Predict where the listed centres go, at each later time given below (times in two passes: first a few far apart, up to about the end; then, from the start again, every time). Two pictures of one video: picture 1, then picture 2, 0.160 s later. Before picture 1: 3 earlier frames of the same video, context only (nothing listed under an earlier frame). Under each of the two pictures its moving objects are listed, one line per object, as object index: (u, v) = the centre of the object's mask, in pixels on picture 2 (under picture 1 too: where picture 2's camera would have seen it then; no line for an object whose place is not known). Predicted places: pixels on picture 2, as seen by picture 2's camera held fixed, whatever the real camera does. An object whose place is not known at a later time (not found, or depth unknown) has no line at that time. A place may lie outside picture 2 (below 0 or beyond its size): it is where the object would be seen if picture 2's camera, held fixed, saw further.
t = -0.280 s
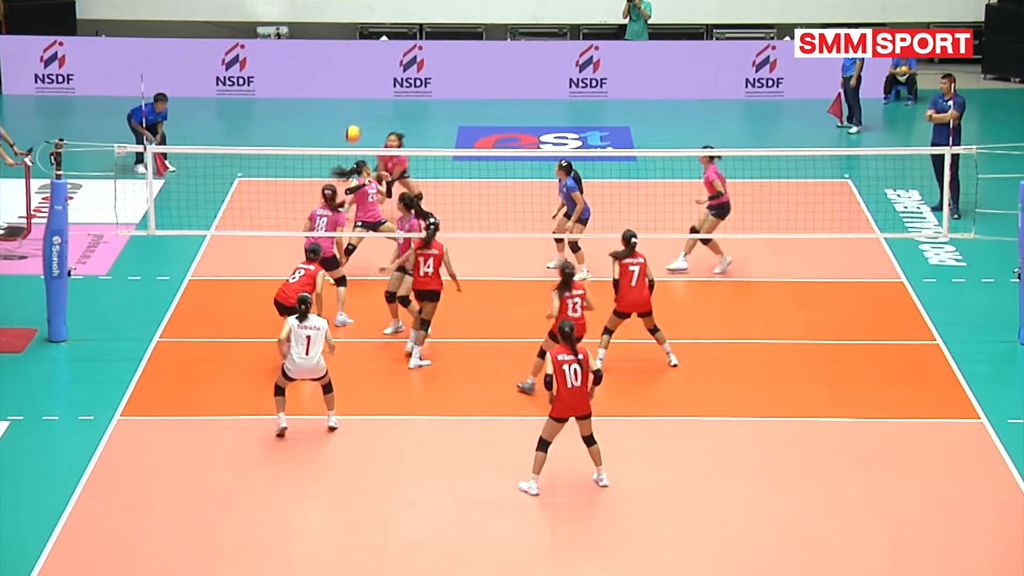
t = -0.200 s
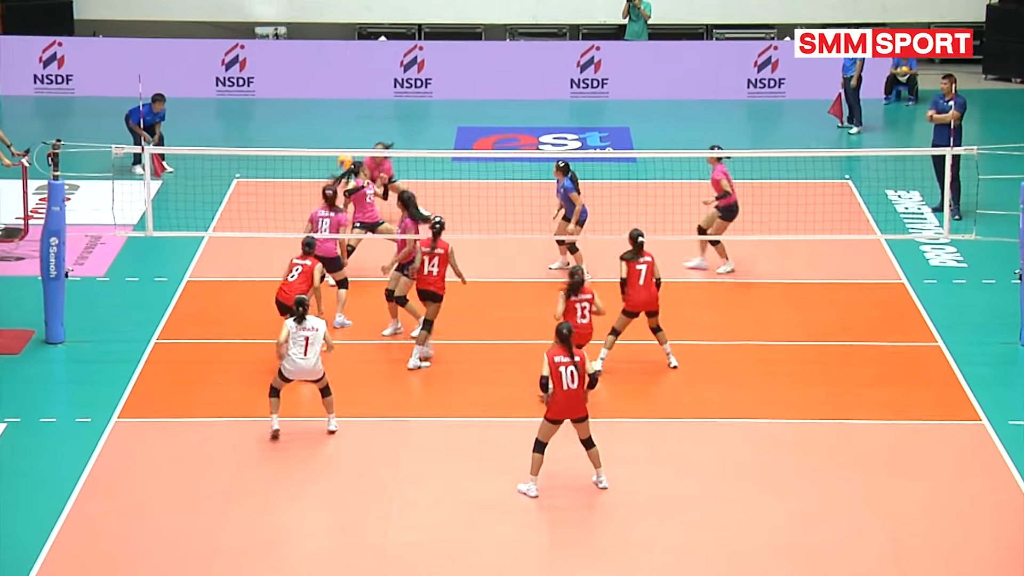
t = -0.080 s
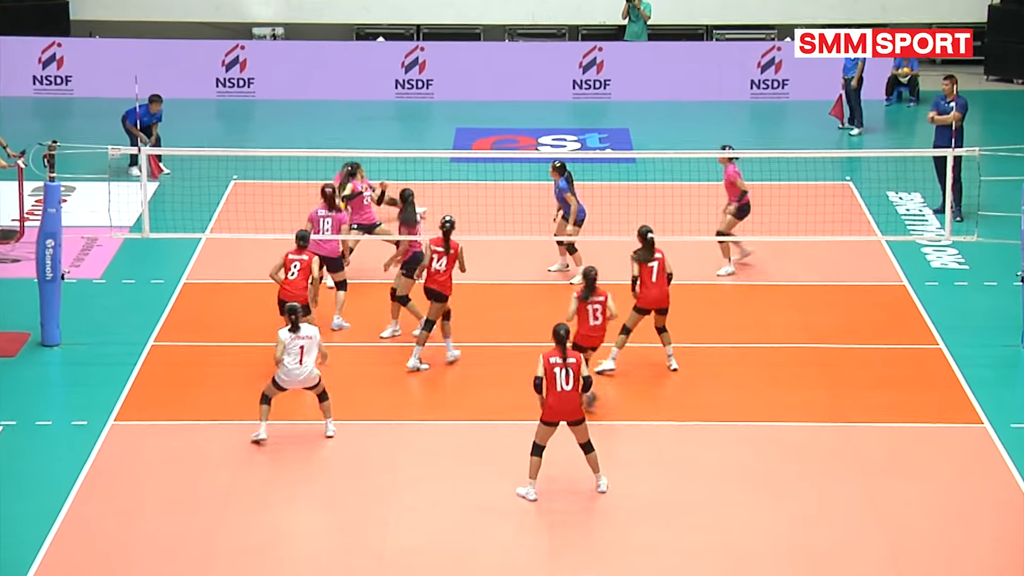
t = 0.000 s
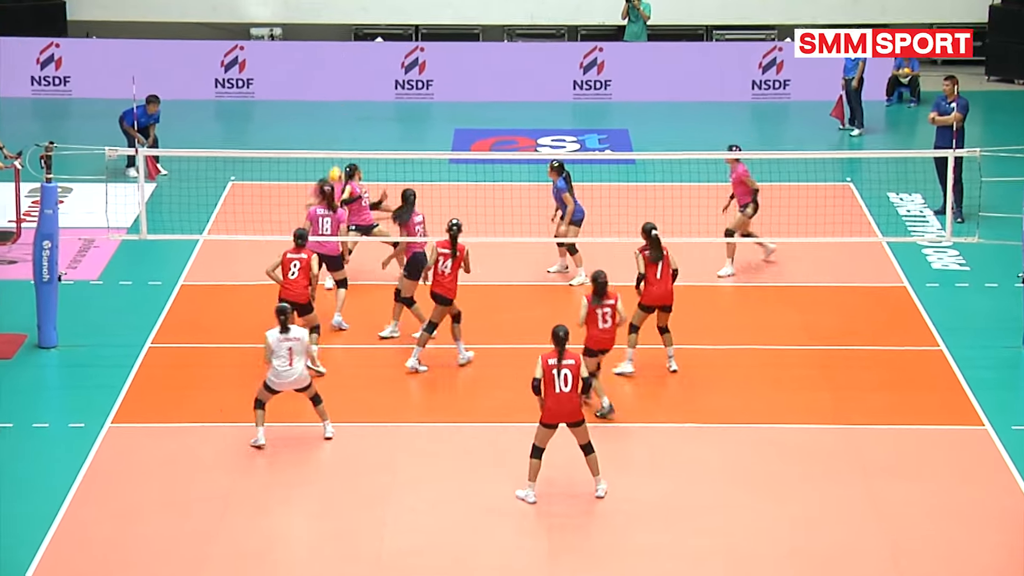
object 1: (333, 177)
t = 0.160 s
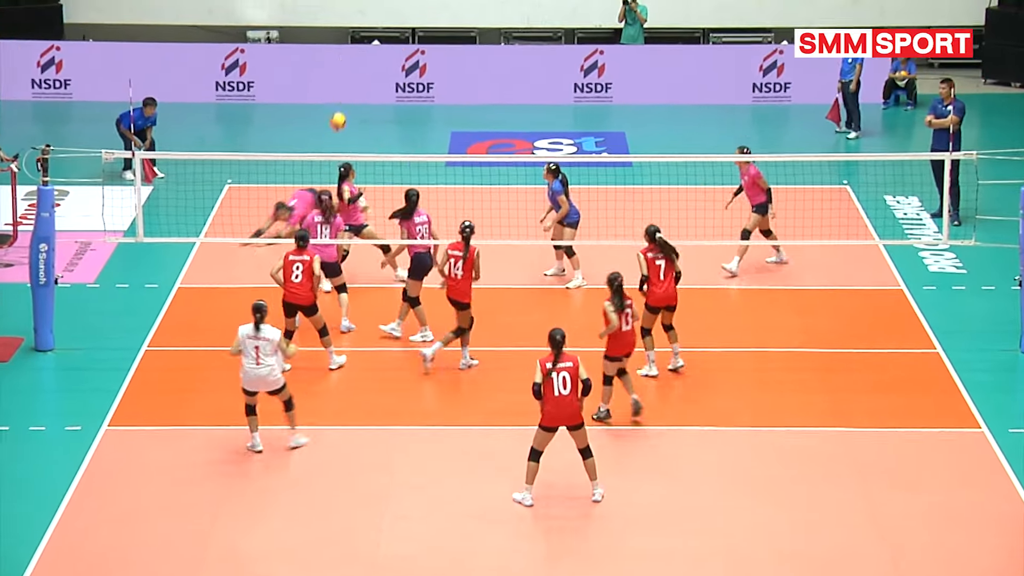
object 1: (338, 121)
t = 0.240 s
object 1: (341, 99)
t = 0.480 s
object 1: (350, 58)
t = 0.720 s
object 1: (364, 61)
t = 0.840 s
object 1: (371, 80)
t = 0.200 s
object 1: (339, 110)
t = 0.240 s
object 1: (341, 99)
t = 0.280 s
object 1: (342, 89)
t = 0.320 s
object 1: (343, 81)
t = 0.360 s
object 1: (345, 73)
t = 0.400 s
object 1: (346, 67)
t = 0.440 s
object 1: (348, 62)
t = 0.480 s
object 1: (350, 58)
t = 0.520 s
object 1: (352, 56)
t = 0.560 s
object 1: (355, 54)
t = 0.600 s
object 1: (356, 54)
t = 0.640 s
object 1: (359, 55)
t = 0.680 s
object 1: (361, 58)
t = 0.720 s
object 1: (364, 61)
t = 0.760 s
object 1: (366, 66)
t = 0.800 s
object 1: (369, 72)
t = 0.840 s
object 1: (371, 80)
